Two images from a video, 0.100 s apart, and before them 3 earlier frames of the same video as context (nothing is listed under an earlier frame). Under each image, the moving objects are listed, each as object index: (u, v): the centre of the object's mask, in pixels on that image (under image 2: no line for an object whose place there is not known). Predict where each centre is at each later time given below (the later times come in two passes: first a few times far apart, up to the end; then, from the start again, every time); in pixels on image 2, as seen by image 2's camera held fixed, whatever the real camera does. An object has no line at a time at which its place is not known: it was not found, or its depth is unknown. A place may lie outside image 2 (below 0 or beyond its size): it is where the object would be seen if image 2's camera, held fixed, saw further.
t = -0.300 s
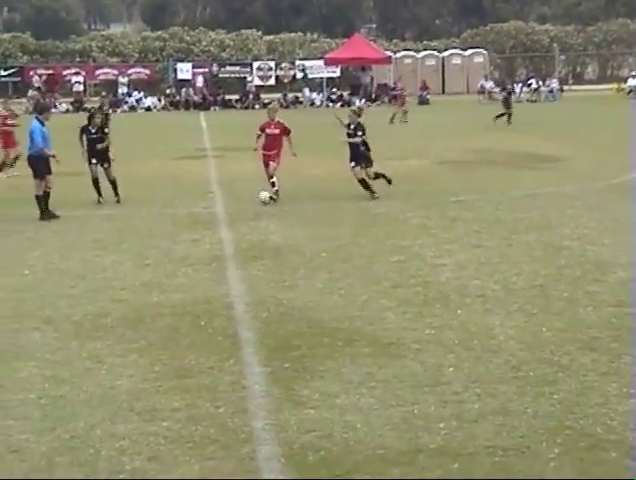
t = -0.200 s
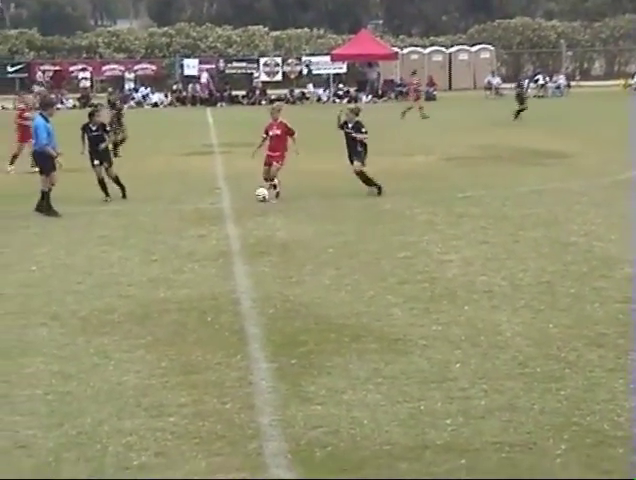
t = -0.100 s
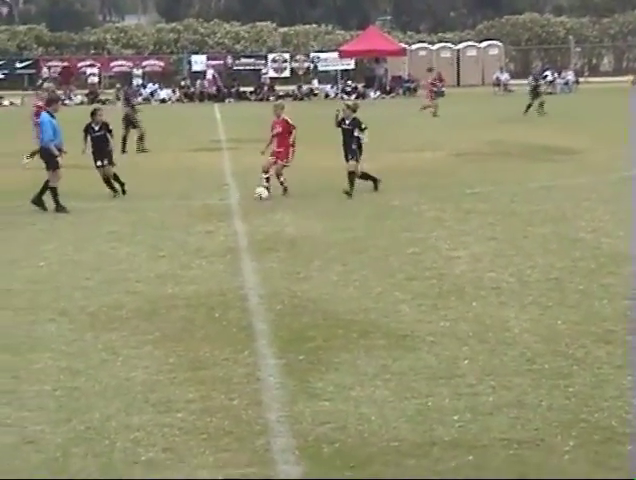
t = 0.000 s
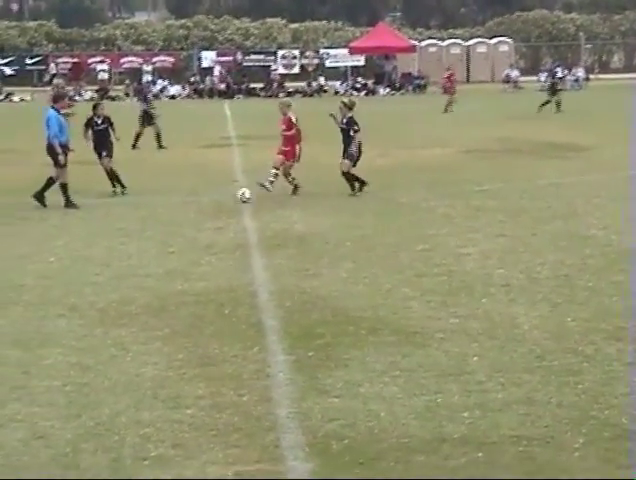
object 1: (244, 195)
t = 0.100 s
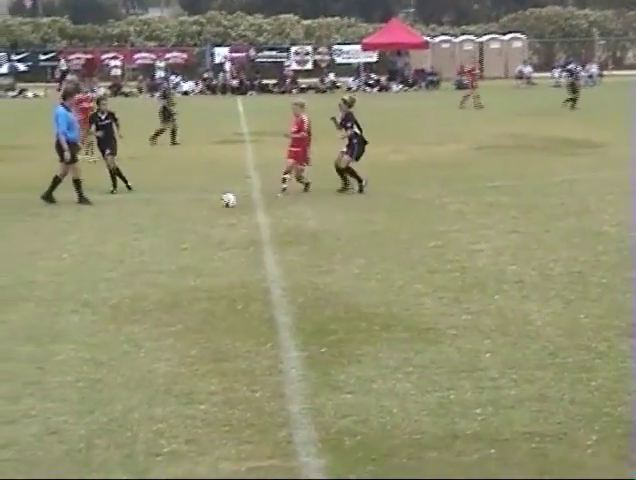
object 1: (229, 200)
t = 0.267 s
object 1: (185, 205)
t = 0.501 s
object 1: (130, 224)
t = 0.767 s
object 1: (70, 244)
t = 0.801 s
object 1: (61, 246)
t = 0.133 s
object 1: (220, 201)
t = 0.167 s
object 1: (211, 199)
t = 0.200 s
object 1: (203, 200)
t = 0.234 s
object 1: (195, 202)
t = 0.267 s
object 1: (185, 205)
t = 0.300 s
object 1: (177, 208)
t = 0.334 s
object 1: (168, 212)
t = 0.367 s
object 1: (160, 218)
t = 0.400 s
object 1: (151, 221)
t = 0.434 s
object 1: (145, 220)
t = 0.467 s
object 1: (137, 220)
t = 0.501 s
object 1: (130, 224)
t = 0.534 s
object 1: (123, 225)
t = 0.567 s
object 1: (116, 230)
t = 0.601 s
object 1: (108, 234)
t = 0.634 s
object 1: (101, 235)
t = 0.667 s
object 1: (93, 235)
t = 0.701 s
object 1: (85, 238)
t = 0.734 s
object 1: (78, 242)
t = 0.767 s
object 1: (70, 244)
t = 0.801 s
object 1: (61, 246)
